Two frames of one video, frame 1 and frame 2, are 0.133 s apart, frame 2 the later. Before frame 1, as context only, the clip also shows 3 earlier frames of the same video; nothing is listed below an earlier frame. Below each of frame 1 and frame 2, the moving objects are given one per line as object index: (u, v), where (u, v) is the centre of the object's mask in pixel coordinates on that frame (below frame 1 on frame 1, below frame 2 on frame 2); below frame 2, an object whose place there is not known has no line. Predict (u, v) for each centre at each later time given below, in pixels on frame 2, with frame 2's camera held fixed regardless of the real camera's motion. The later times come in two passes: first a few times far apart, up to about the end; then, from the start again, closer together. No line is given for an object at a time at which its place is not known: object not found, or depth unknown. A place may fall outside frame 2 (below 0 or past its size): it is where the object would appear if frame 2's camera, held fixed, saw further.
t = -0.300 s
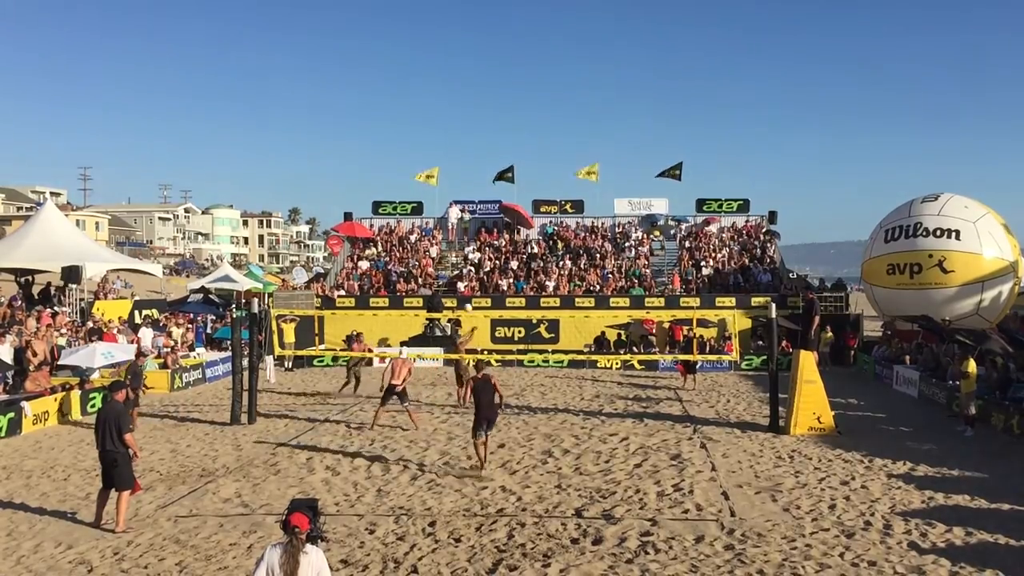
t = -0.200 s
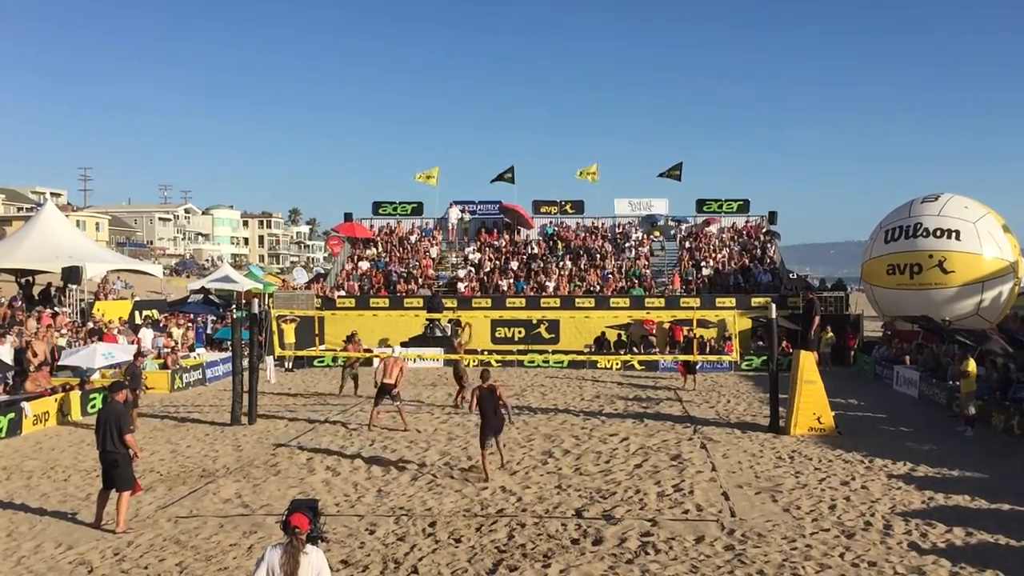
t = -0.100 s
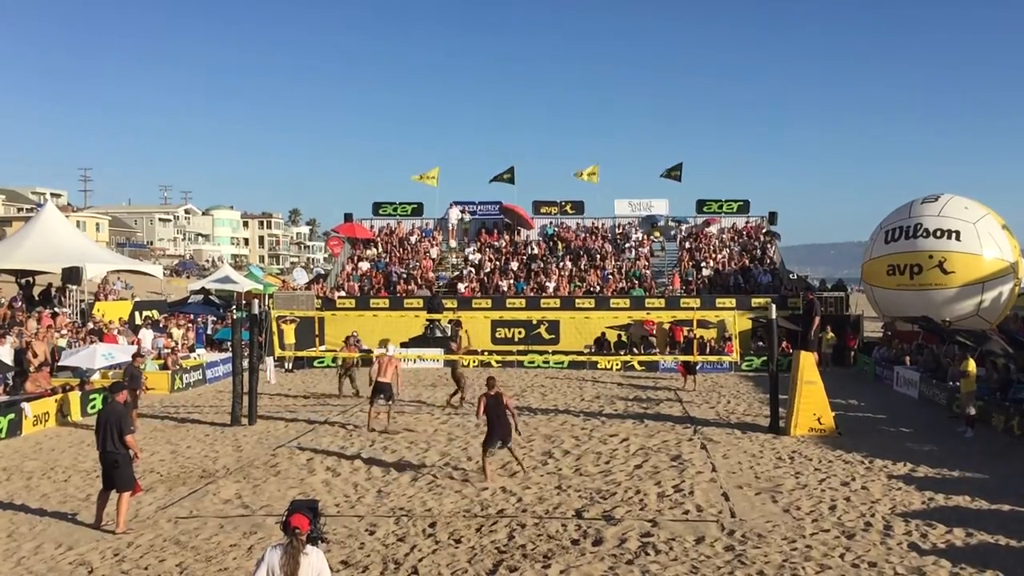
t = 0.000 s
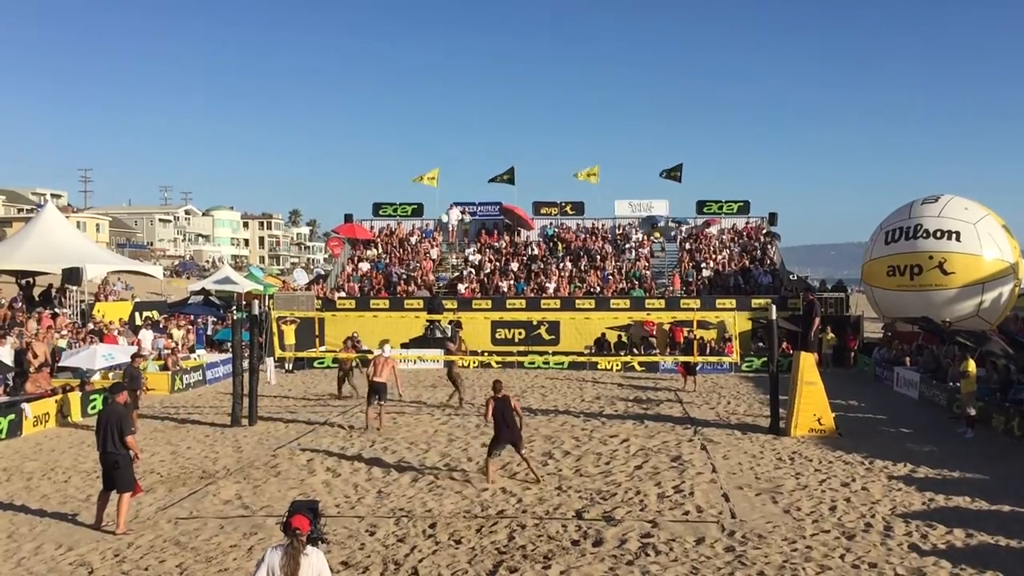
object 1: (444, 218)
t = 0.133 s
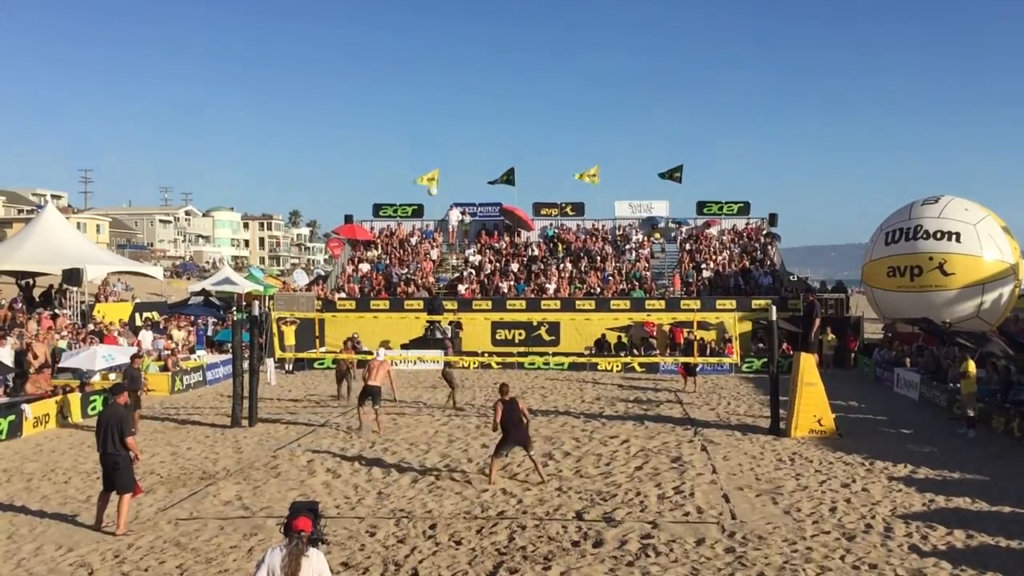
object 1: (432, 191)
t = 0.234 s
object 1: (423, 174)
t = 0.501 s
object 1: (401, 151)
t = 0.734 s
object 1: (381, 155)
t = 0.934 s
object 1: (364, 177)
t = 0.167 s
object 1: (429, 186)
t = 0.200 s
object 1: (426, 180)
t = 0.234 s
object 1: (423, 174)
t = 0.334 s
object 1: (415, 162)
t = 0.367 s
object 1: (412, 159)
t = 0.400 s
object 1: (409, 156)
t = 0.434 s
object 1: (406, 154)
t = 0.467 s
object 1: (404, 152)
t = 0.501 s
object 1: (401, 151)
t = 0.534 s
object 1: (398, 150)
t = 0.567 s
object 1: (395, 150)
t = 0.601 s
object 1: (392, 150)
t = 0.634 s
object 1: (390, 151)
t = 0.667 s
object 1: (387, 151)
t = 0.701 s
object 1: (384, 153)
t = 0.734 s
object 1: (381, 155)
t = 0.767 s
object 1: (378, 157)
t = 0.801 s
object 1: (376, 160)
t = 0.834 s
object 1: (373, 164)
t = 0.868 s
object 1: (370, 168)
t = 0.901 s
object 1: (367, 172)
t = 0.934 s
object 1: (364, 177)
